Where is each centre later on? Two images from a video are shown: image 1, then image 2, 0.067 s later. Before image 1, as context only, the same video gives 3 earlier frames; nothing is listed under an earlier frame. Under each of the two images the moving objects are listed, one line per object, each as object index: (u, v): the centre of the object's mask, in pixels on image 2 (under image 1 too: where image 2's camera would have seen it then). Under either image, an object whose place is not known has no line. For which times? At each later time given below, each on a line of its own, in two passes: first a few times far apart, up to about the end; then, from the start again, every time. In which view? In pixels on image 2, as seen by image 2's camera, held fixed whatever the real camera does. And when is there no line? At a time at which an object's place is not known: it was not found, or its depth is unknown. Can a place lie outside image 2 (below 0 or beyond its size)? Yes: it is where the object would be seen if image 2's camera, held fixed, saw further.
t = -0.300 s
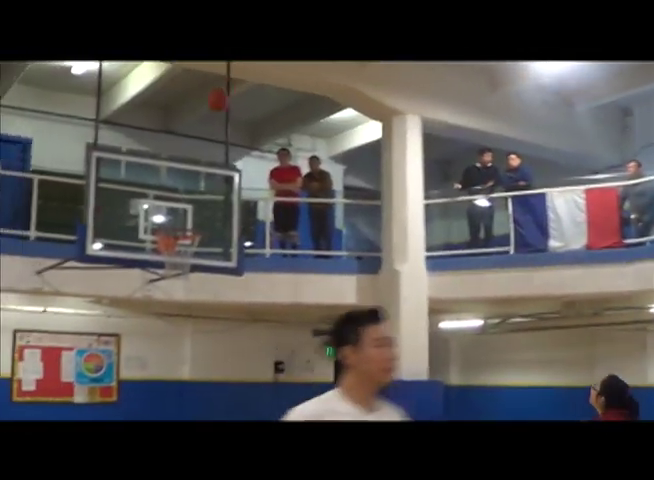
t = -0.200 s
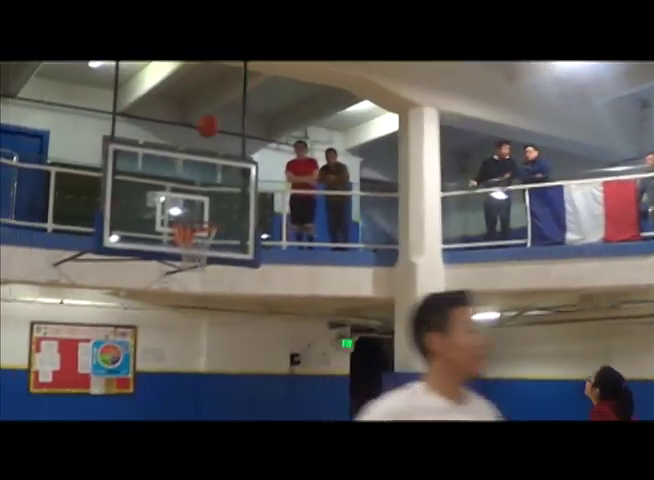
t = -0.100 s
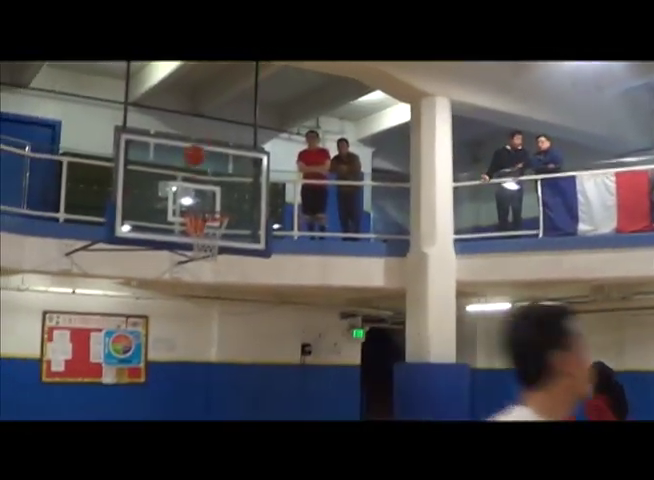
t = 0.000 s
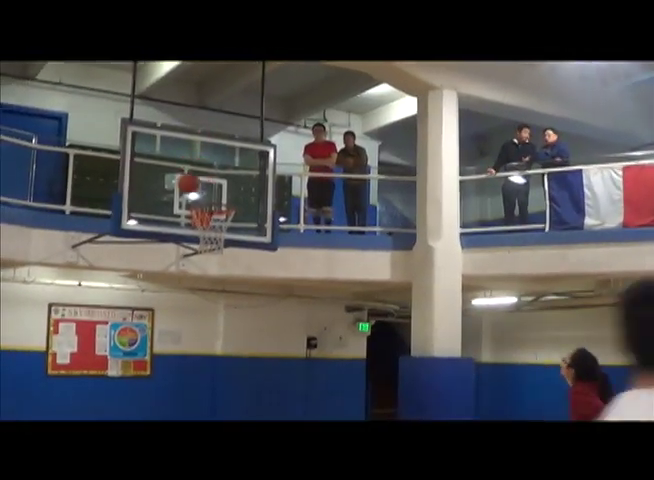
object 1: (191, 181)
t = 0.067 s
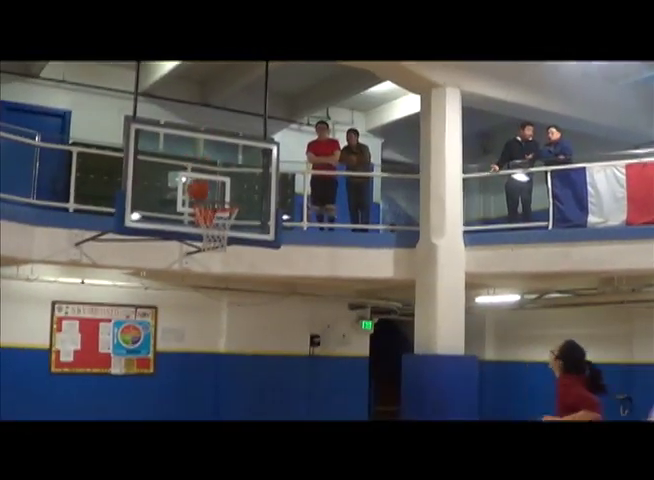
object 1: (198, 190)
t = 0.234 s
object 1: (214, 156)
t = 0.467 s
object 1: (238, 149)
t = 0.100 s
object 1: (202, 179)
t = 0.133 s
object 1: (204, 171)
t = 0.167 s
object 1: (208, 166)
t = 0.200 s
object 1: (211, 161)
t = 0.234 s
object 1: (214, 156)
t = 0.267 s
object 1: (218, 151)
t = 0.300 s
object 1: (221, 148)
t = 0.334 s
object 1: (225, 145)
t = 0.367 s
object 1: (227, 145)
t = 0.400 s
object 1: (231, 145)
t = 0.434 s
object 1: (234, 146)
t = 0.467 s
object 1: (238, 149)
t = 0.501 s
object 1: (242, 153)
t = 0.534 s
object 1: (245, 157)
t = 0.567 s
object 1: (250, 164)
